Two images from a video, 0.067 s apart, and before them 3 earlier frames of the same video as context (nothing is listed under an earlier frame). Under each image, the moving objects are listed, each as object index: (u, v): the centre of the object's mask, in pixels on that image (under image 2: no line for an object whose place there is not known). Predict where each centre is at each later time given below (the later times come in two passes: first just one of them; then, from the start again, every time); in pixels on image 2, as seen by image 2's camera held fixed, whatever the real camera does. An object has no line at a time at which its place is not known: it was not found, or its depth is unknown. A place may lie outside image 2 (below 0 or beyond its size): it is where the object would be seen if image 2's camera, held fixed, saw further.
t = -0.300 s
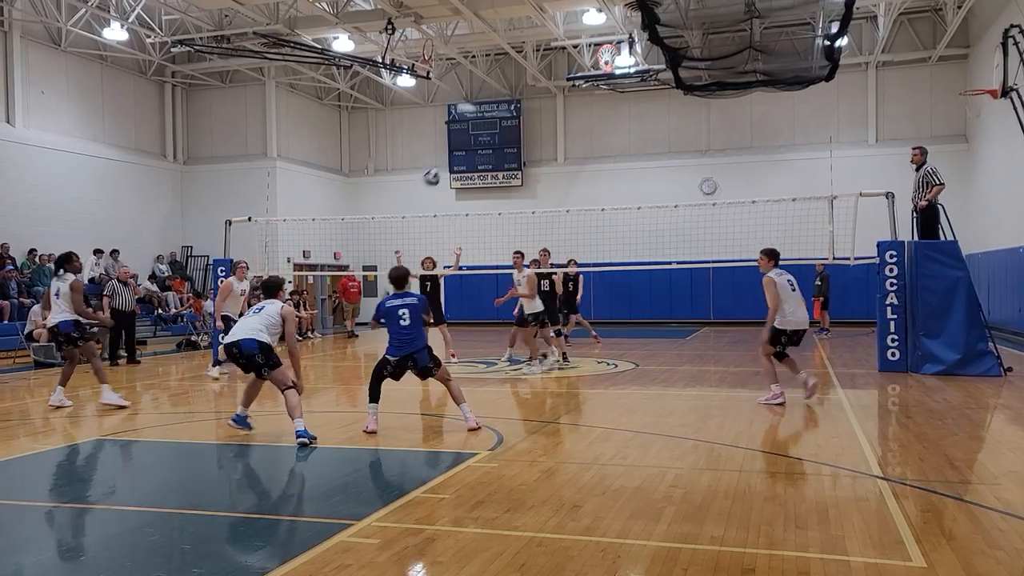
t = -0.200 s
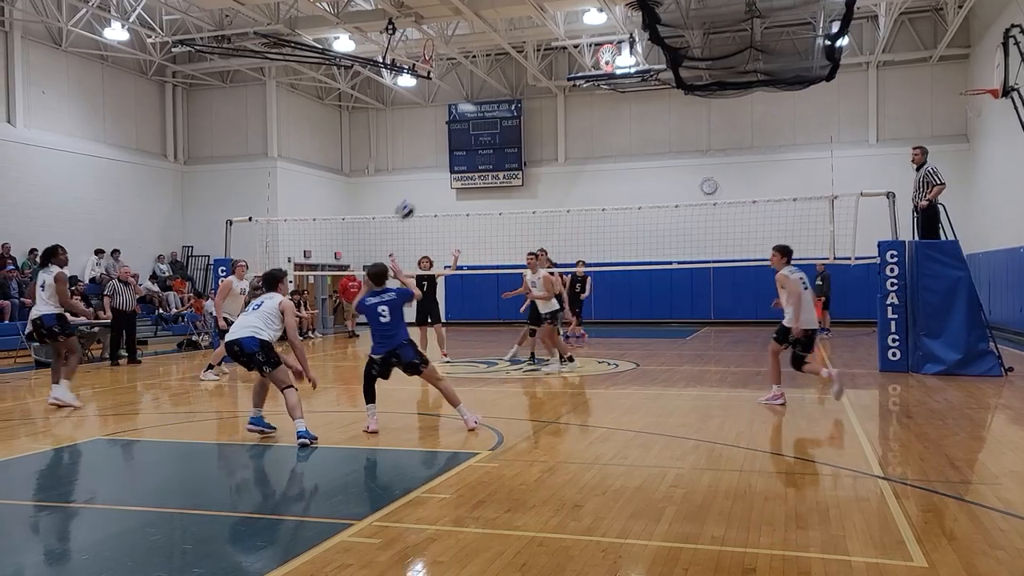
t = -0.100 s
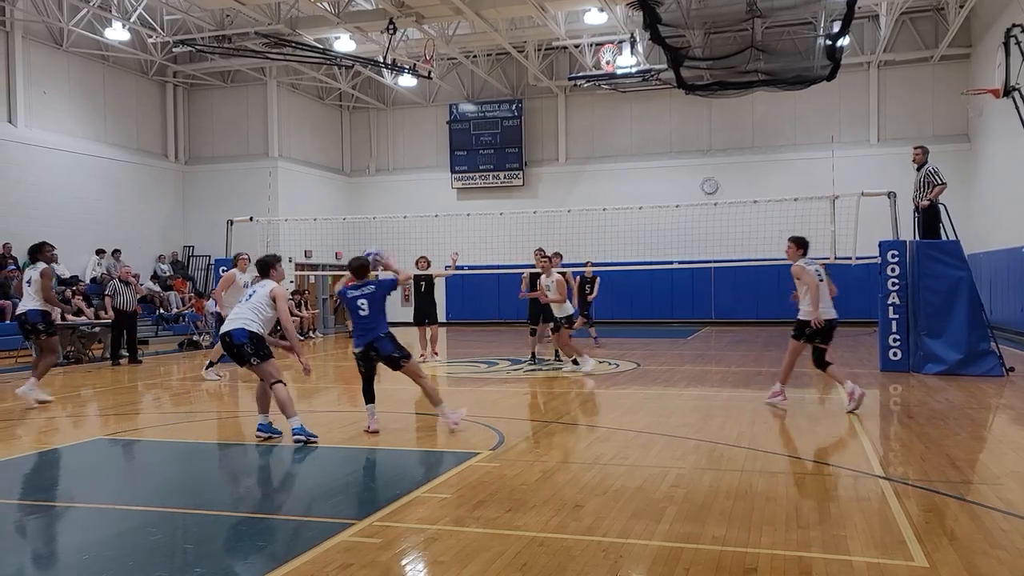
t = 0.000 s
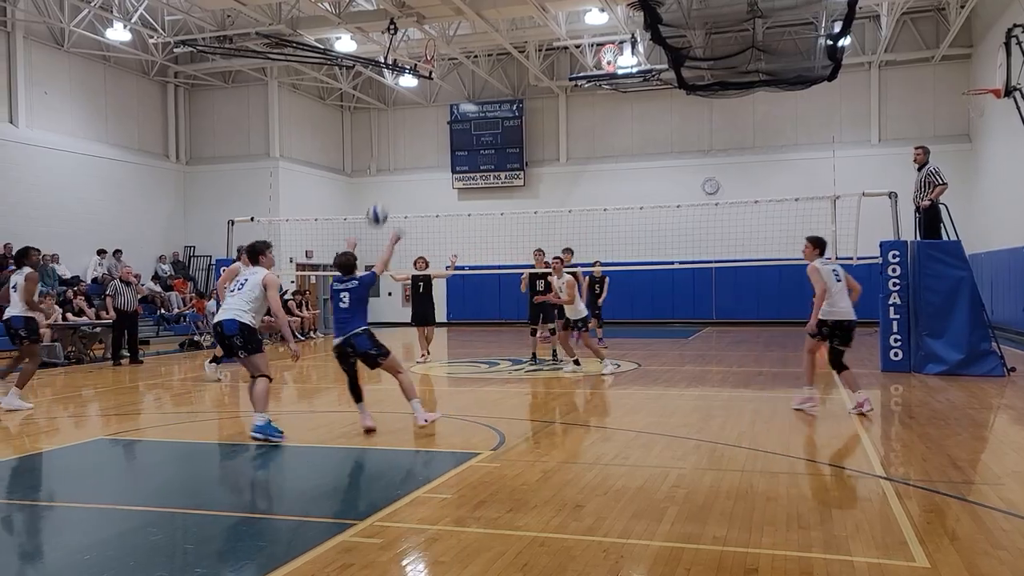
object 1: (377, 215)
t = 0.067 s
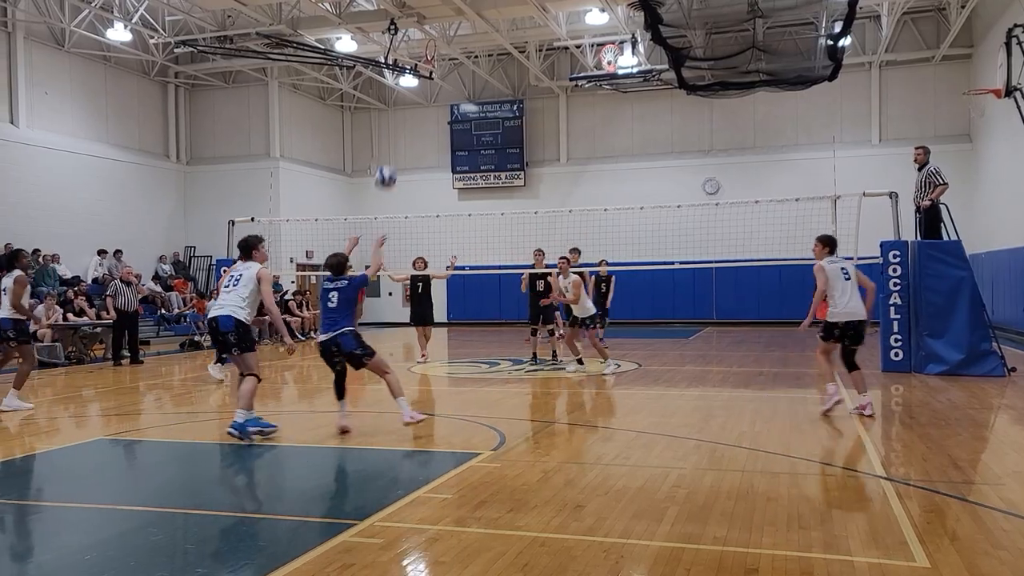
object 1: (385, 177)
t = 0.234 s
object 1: (404, 113)
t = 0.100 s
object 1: (388, 162)
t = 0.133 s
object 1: (392, 146)
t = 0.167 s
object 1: (396, 134)
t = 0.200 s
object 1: (400, 122)
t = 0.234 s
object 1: (404, 113)
